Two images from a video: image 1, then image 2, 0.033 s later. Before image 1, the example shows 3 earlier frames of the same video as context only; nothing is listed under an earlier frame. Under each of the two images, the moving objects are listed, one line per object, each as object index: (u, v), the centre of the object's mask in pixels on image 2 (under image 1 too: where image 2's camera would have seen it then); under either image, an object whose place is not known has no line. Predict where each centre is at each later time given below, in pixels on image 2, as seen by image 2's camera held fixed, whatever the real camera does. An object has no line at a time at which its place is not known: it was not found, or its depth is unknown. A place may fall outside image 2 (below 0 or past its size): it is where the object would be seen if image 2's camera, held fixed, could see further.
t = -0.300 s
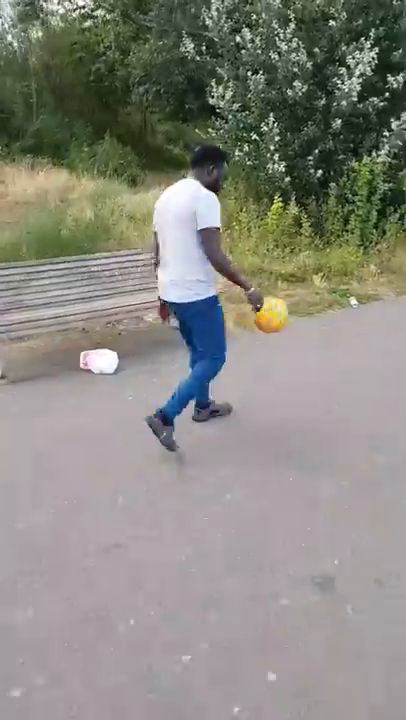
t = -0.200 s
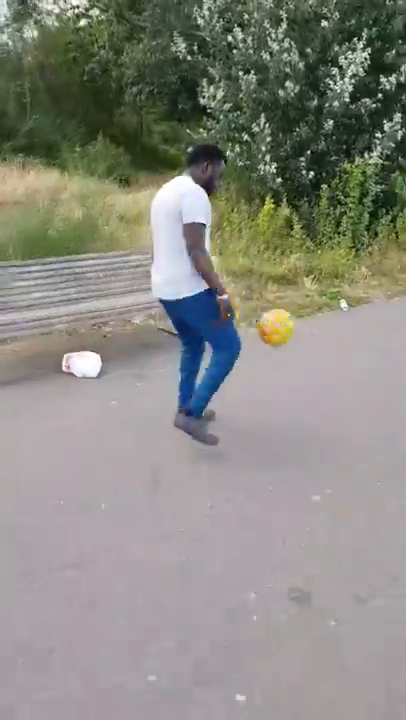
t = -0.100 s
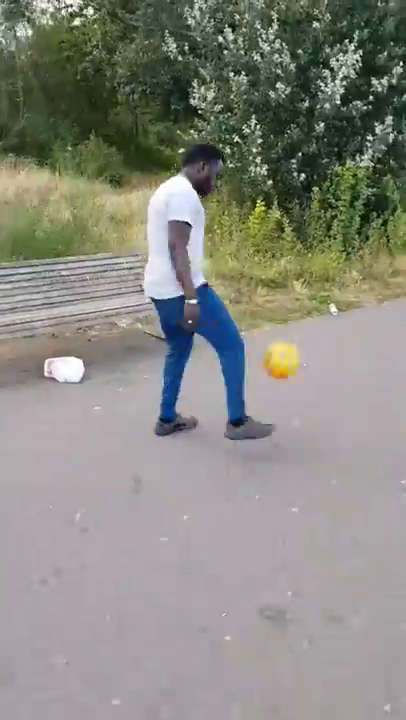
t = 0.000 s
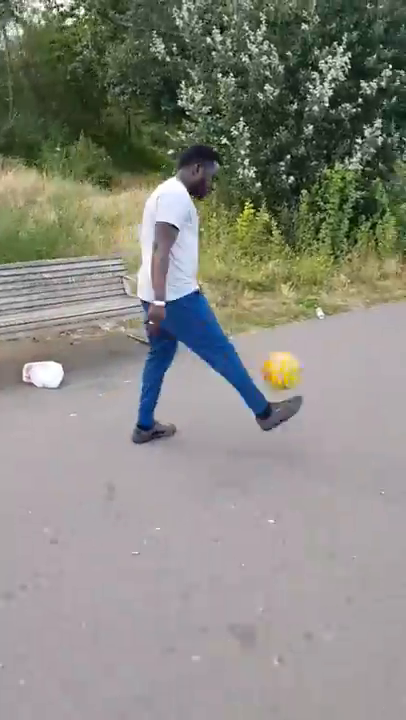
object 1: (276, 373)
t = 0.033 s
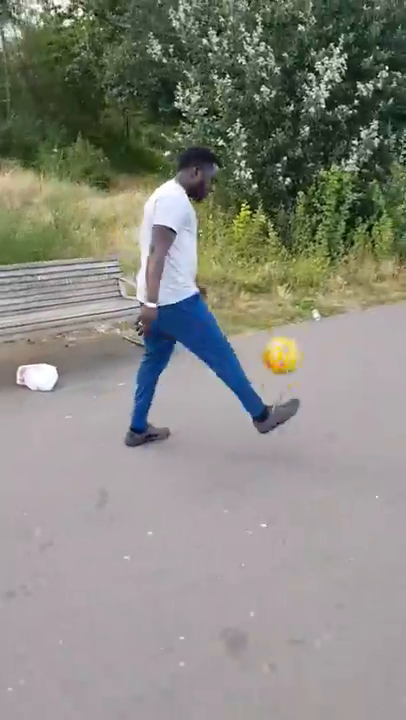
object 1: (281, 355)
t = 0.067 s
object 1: (285, 339)
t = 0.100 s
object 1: (289, 325)
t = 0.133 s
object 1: (291, 313)
